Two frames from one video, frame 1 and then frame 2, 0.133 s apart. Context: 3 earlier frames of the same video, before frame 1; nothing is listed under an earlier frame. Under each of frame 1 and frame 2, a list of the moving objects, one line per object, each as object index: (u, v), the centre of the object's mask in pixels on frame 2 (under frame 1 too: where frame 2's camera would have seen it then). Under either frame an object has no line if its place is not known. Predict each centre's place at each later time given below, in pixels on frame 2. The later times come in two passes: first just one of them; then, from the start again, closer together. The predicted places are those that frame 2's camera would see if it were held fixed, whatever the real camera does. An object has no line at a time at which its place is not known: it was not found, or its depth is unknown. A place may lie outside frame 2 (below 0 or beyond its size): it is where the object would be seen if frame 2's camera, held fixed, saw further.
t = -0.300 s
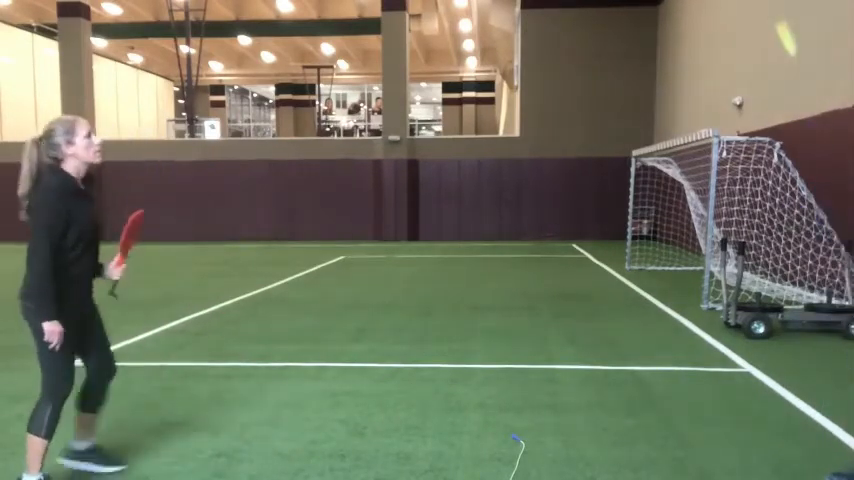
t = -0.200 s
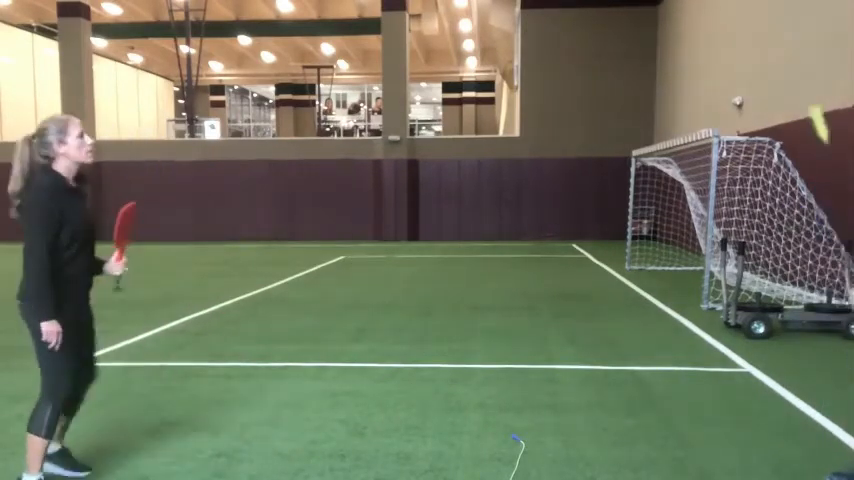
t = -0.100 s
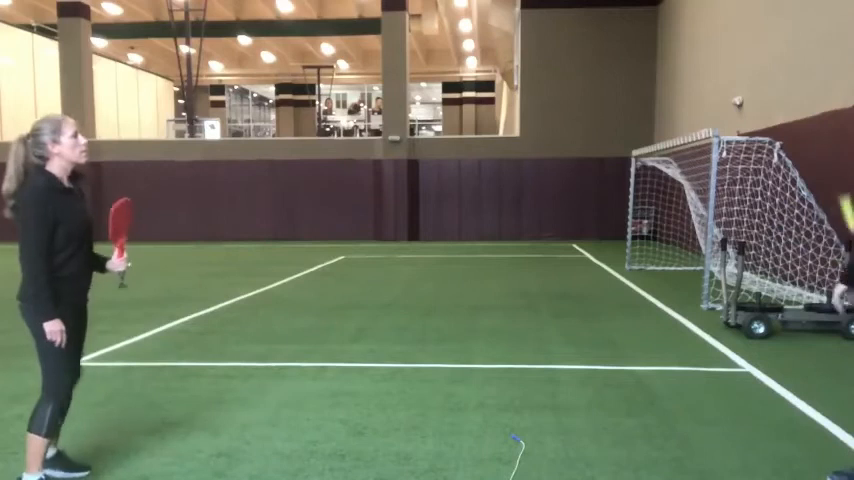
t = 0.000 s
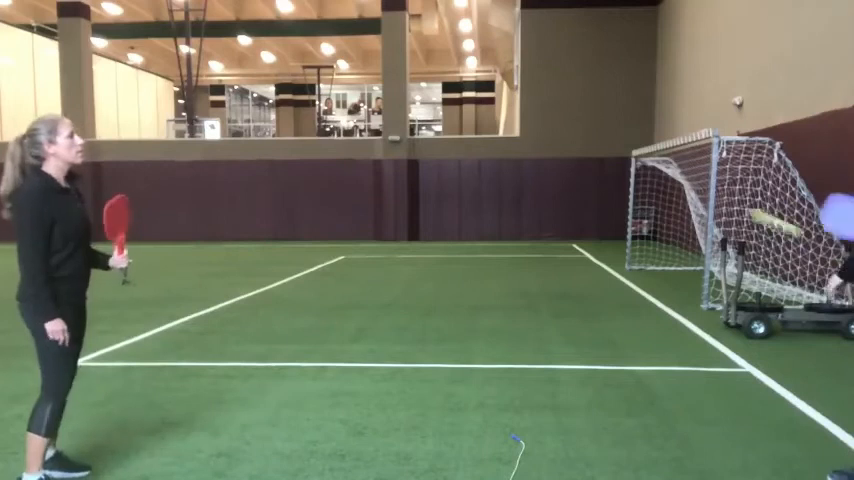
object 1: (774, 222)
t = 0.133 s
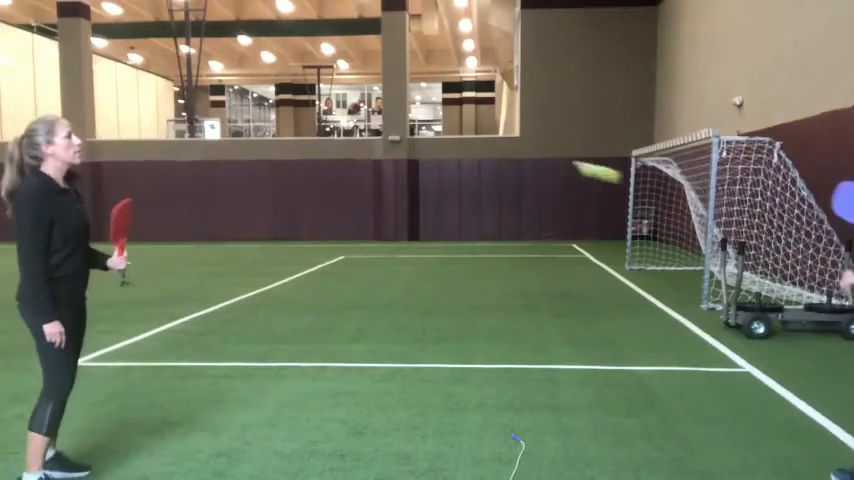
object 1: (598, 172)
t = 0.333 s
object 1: (390, 164)
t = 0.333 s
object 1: (390, 164)
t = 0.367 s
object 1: (361, 172)
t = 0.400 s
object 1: (332, 181)
